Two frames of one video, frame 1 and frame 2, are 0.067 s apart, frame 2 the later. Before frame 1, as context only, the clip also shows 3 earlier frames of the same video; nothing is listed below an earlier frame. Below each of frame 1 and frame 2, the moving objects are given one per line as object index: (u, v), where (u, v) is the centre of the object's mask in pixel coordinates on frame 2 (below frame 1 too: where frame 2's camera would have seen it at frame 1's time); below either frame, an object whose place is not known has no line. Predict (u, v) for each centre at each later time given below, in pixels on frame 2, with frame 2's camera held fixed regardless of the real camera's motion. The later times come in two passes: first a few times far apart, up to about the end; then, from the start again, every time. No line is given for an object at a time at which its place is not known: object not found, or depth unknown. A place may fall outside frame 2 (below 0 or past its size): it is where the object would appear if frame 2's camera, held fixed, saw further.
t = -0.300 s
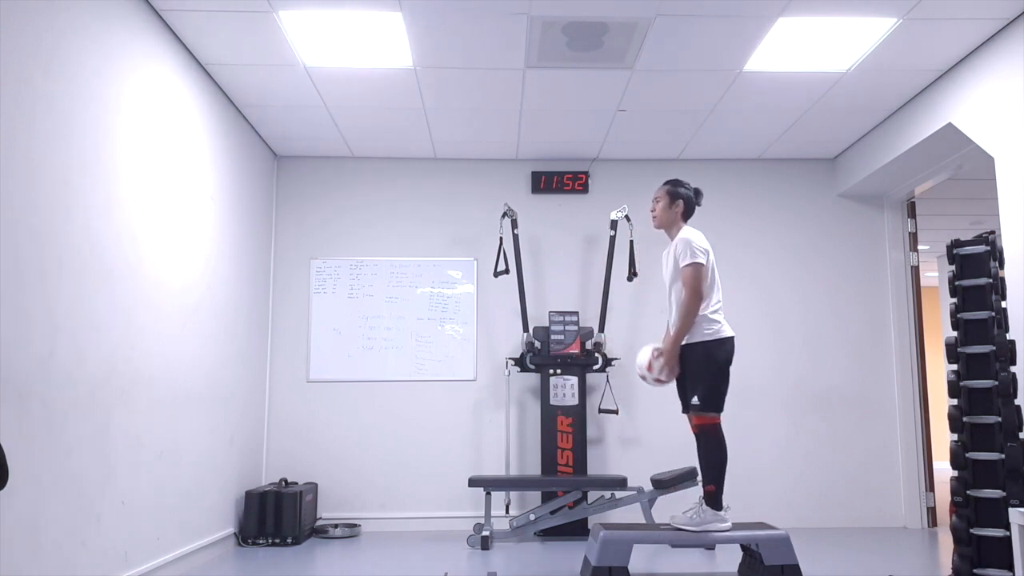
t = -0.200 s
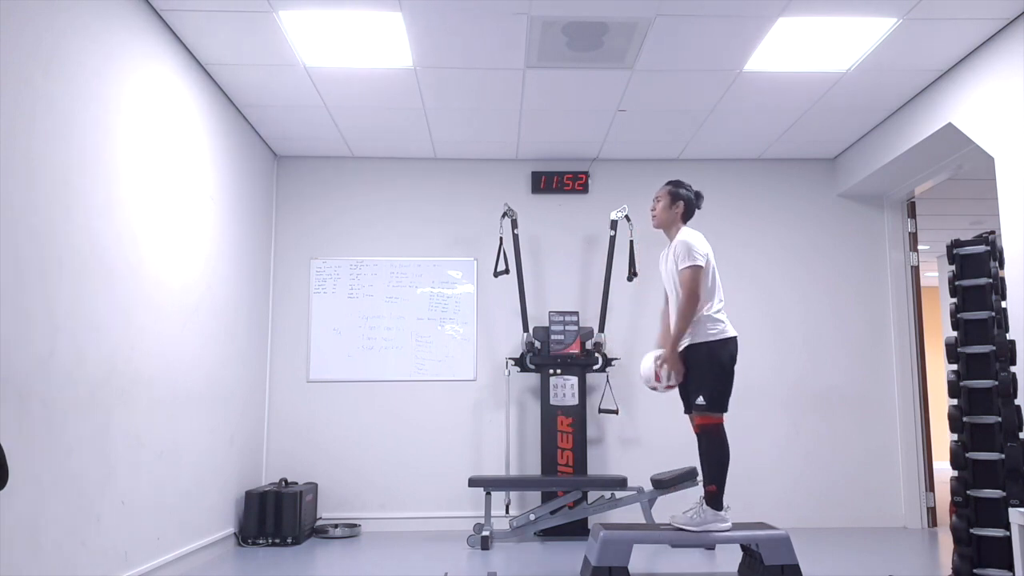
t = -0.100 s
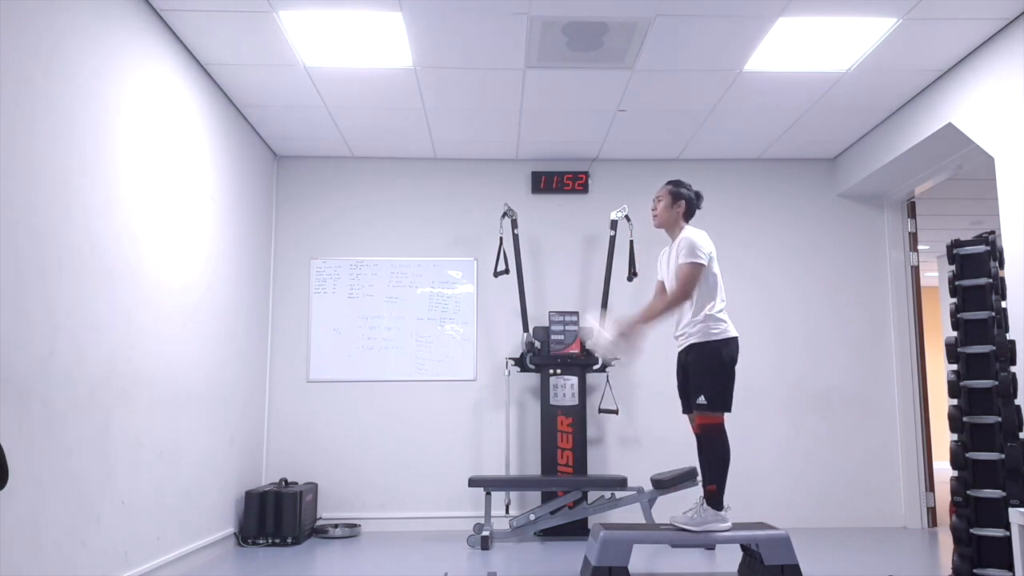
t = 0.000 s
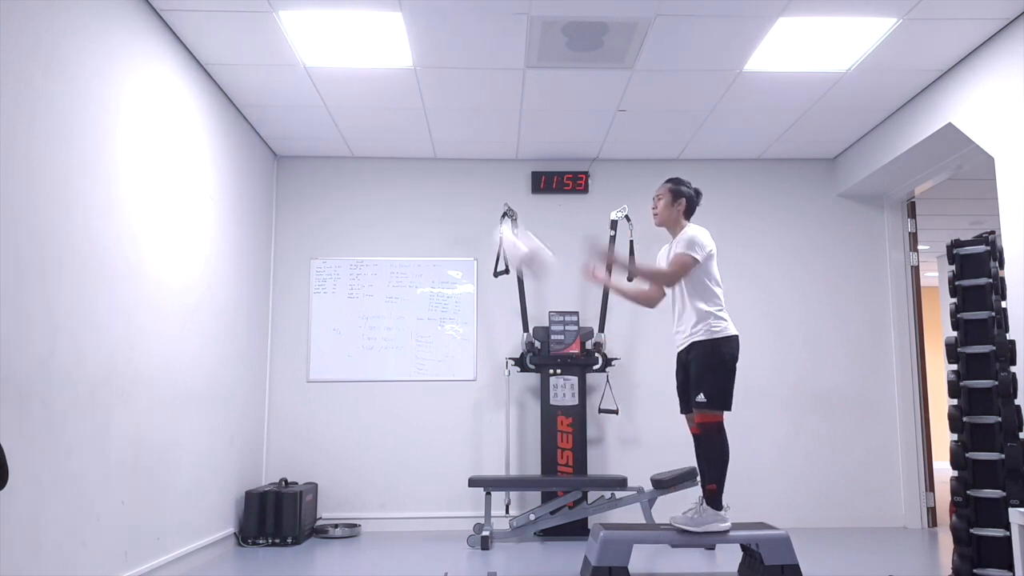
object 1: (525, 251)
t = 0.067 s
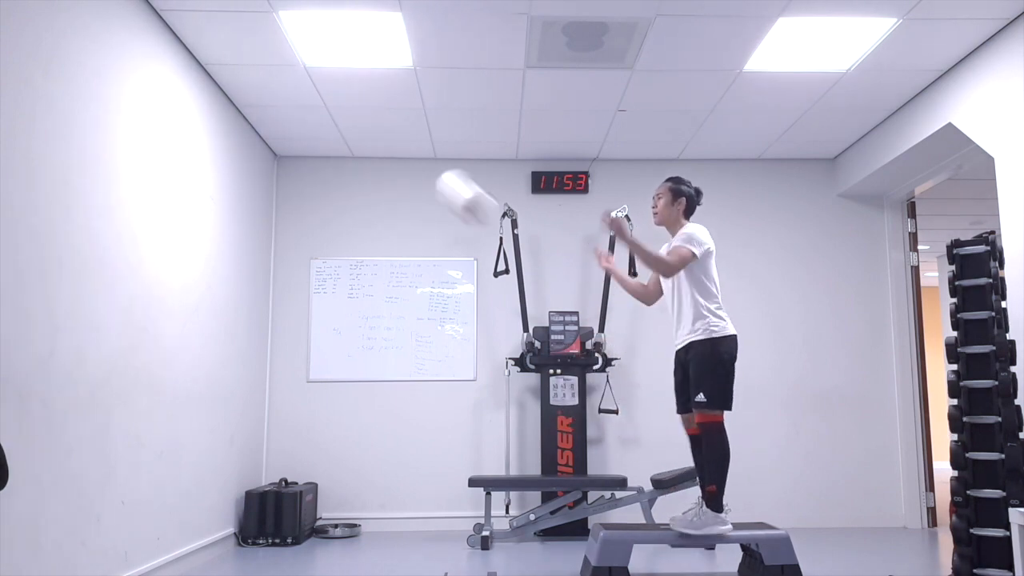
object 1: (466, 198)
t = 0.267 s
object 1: (295, 88)
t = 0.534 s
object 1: (248, 57)
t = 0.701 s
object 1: (358, 114)
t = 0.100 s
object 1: (437, 175)
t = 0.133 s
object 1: (407, 152)
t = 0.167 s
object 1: (377, 133)
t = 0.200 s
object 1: (351, 113)
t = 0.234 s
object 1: (322, 100)
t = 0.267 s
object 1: (295, 88)
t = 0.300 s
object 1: (267, 78)
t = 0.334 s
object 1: (235, 68)
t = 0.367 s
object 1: (203, 59)
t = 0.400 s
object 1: (170, 54)
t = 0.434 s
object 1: (184, 52)
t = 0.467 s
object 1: (208, 51)
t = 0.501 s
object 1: (229, 53)
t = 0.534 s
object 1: (248, 57)
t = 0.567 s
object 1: (270, 62)
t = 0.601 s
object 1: (290, 73)
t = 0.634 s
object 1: (313, 85)
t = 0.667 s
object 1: (336, 98)
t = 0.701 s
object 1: (358, 114)
